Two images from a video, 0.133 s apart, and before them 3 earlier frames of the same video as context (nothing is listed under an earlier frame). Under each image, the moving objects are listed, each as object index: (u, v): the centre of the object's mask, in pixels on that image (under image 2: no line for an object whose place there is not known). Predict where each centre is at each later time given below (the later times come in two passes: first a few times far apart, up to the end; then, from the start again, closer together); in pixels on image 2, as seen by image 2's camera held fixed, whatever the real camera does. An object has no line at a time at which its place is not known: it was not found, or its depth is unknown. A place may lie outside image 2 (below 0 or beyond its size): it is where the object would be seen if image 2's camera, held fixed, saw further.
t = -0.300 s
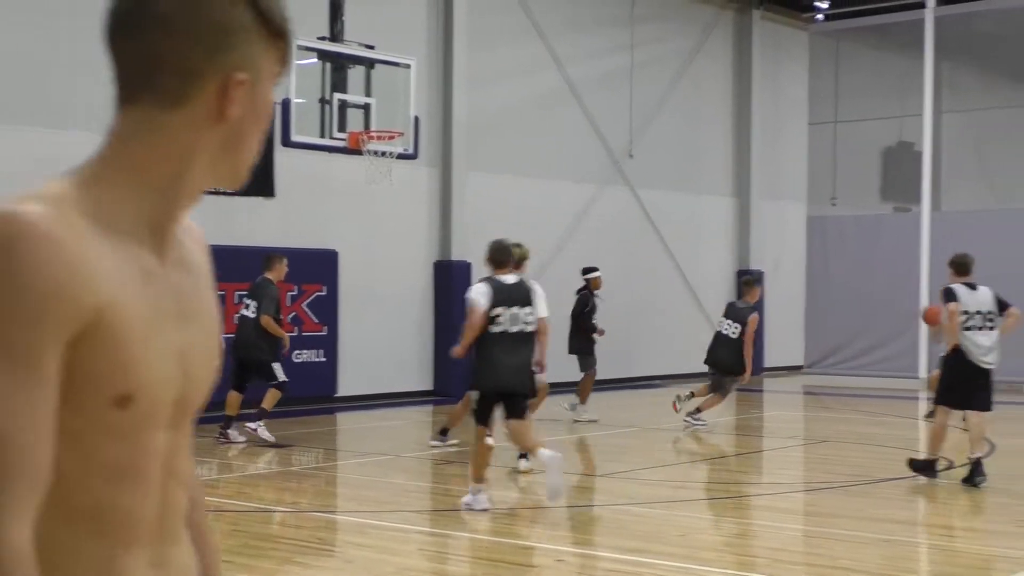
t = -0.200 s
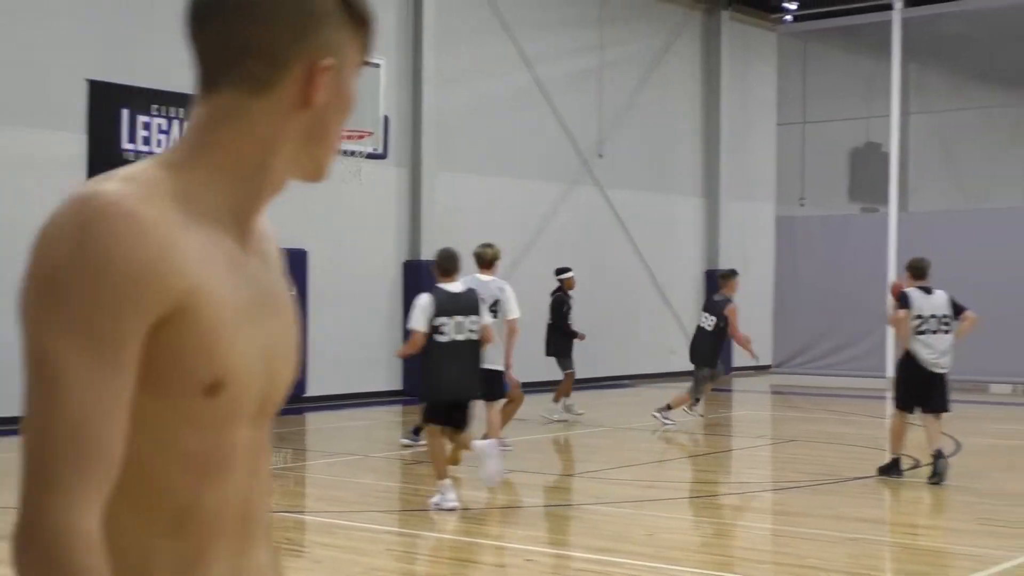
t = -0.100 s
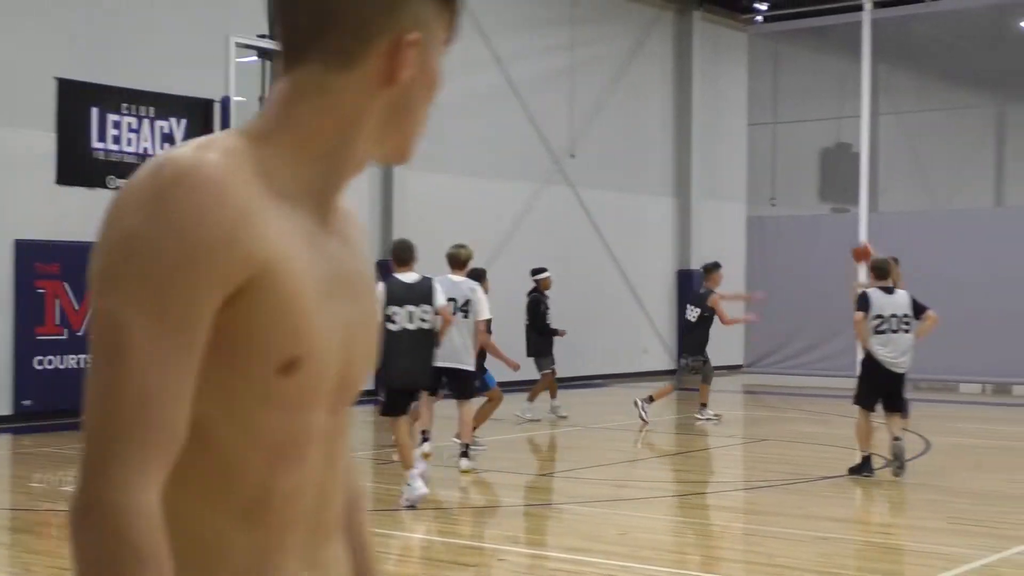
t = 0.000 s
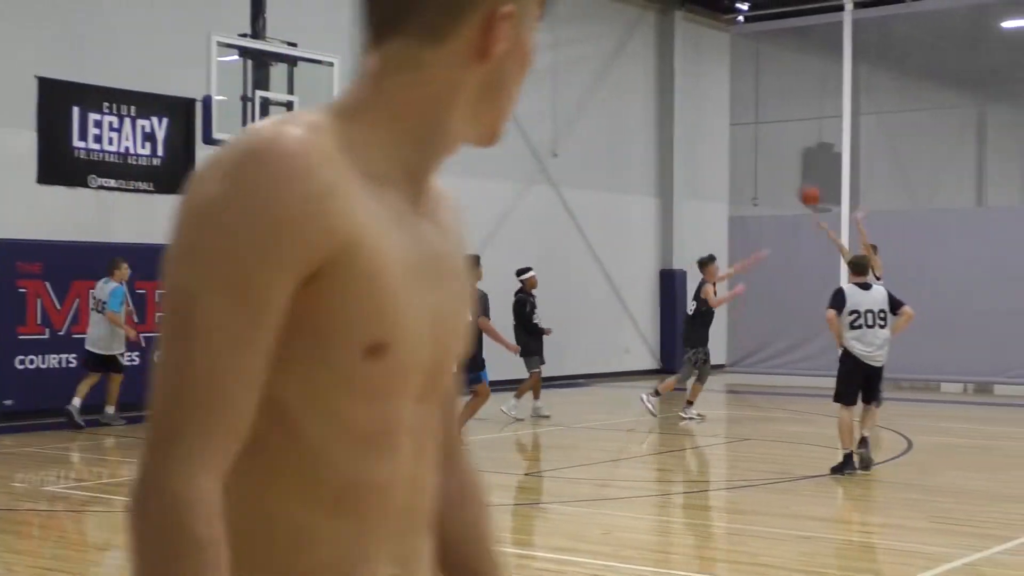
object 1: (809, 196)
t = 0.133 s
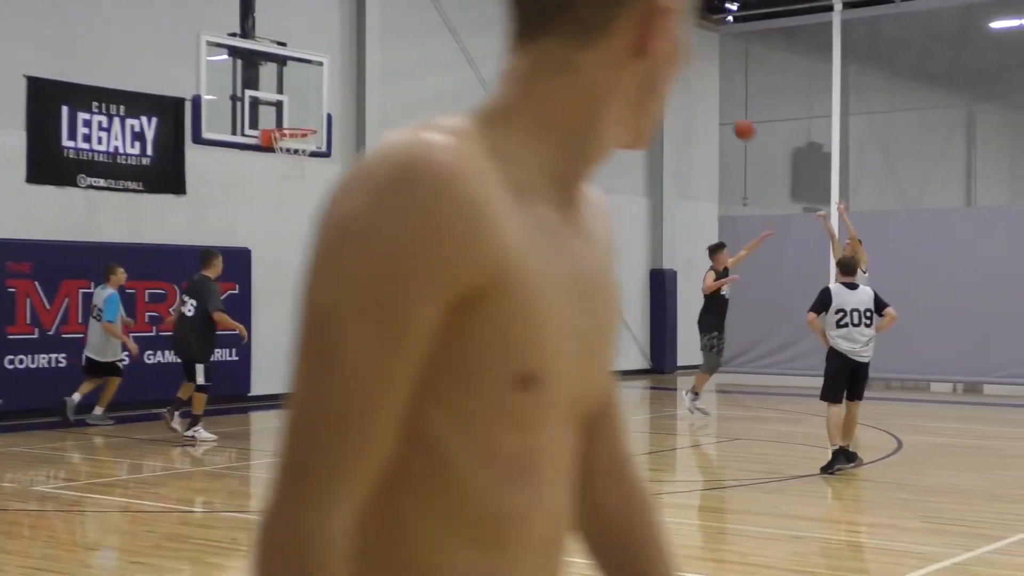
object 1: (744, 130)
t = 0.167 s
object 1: (730, 115)
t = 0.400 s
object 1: (629, 38)
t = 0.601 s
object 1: (542, 12)
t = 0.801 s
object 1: (453, 22)
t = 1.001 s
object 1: (363, 69)
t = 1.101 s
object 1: (317, 106)
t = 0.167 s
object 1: (730, 115)
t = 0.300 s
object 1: (670, 65)
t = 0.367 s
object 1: (644, 47)
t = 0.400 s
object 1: (629, 38)
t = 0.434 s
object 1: (615, 32)
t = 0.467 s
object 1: (600, 26)
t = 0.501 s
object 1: (585, 21)
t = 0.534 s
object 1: (571, 17)
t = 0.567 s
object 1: (556, 14)
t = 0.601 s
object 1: (542, 12)
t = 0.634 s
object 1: (528, 11)
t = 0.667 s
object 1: (513, 11)
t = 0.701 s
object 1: (499, 12)
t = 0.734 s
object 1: (483, 14)
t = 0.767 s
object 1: (469, 18)
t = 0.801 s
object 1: (453, 22)
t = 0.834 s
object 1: (439, 27)
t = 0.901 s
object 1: (408, 41)
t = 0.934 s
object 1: (393, 49)
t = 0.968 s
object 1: (379, 58)
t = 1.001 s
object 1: (363, 69)
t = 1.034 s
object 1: (348, 80)
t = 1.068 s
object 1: (333, 92)
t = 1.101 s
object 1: (317, 106)
